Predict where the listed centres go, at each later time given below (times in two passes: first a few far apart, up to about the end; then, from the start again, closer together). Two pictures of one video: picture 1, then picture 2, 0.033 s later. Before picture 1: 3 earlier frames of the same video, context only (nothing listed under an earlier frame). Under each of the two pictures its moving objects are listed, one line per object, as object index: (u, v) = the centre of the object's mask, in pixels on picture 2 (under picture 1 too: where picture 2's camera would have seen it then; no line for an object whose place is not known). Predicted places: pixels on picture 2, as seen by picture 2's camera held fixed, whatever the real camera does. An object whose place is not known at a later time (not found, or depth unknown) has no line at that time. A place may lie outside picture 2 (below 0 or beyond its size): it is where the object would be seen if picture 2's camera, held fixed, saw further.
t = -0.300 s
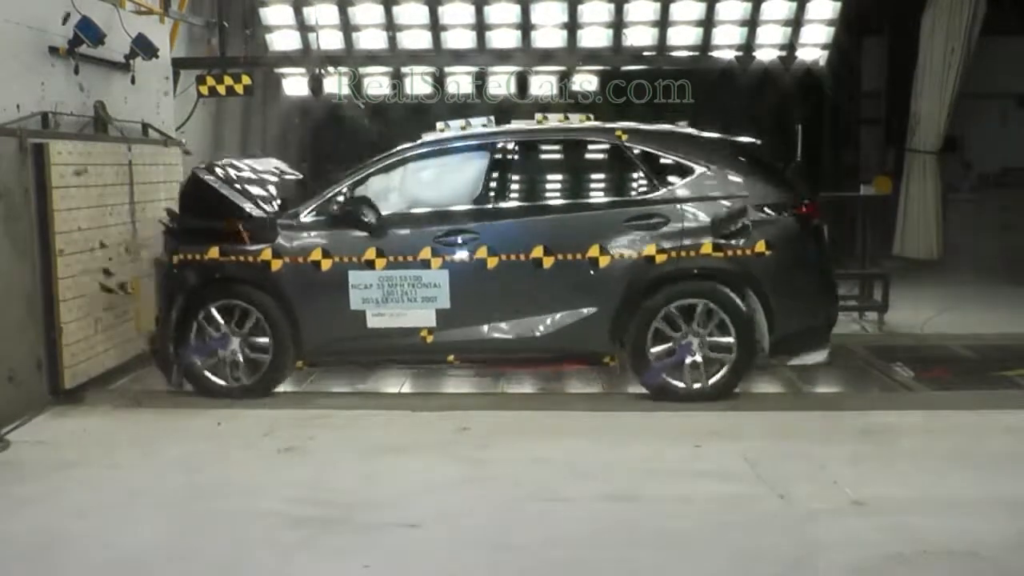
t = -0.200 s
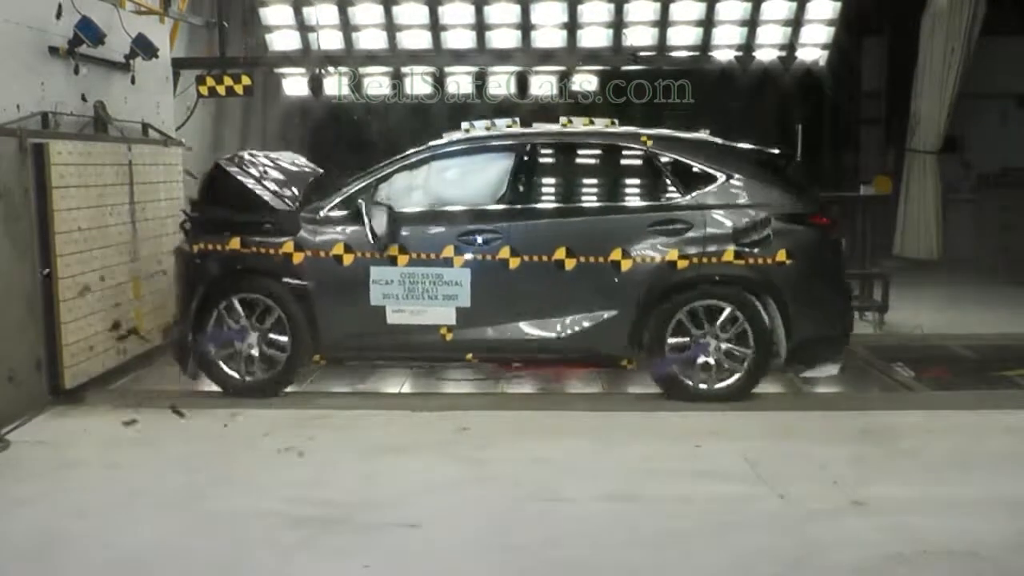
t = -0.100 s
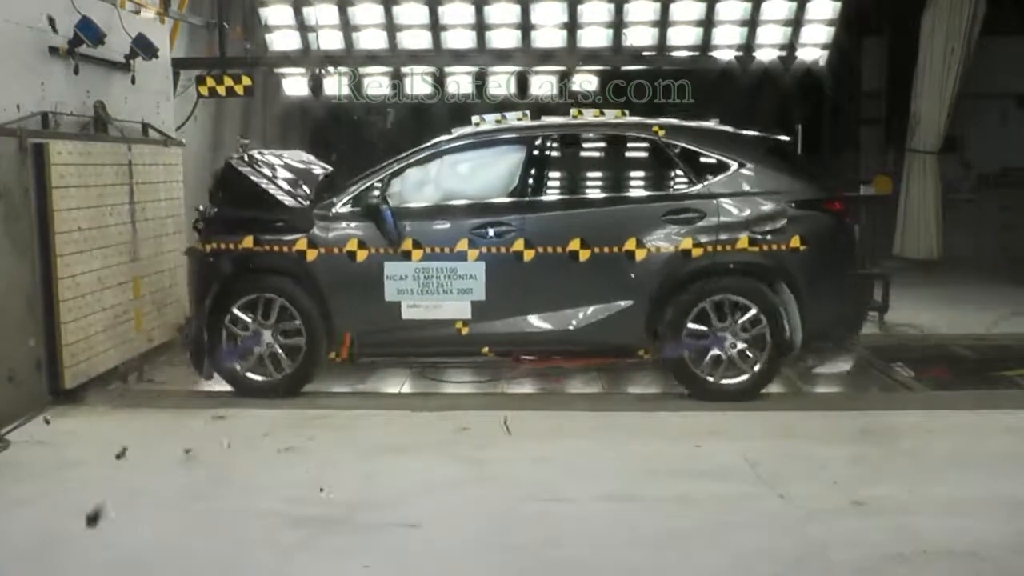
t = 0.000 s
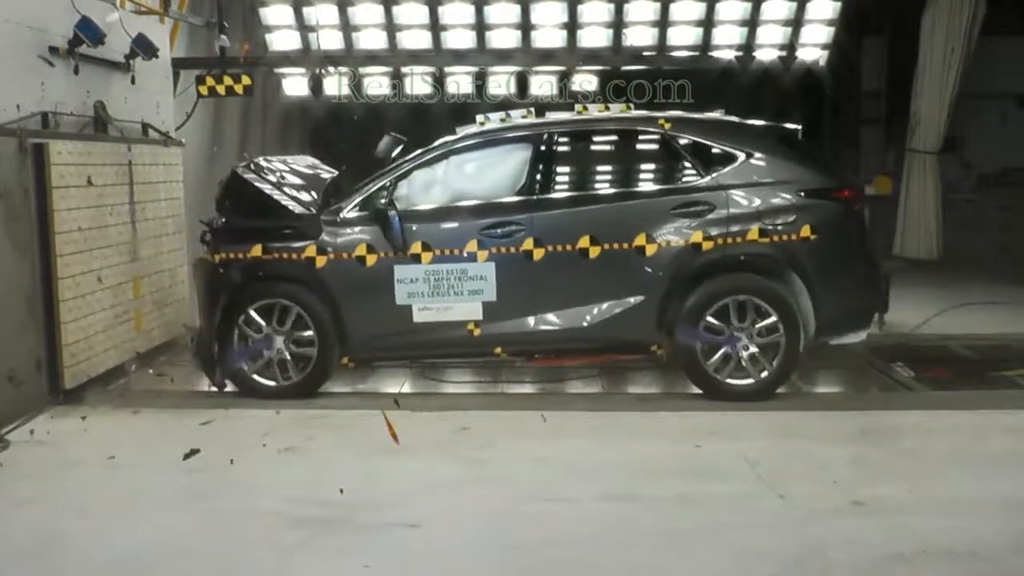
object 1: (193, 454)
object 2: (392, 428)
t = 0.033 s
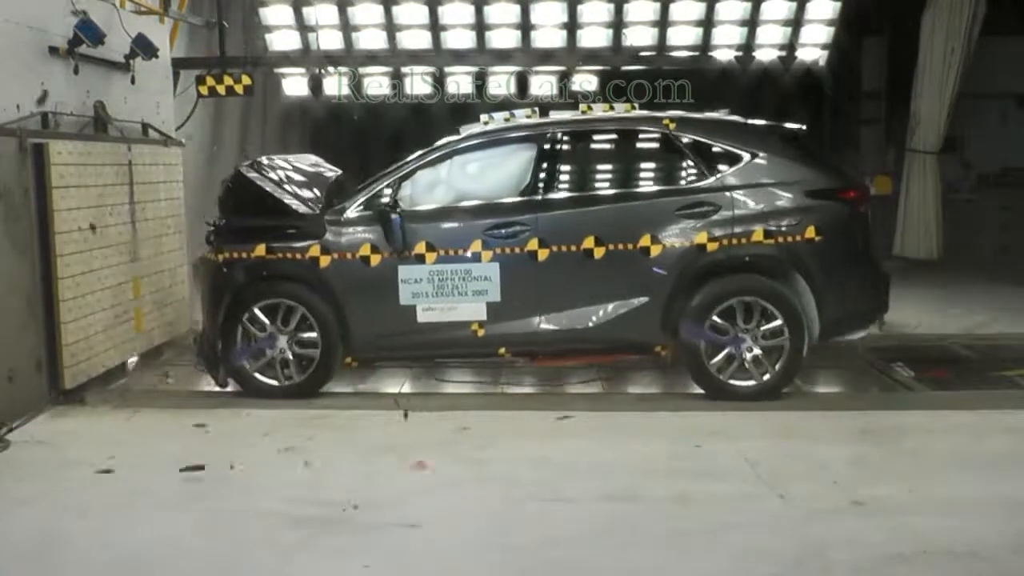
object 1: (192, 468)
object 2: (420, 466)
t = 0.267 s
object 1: (194, 505)
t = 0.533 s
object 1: (201, 526)
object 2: (463, 504)
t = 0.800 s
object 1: (206, 530)
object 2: (458, 507)
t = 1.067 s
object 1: (206, 529)
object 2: (458, 507)
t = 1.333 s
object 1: (206, 530)
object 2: (454, 505)
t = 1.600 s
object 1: (206, 530)
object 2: (453, 505)
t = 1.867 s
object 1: (206, 530)
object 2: (453, 505)
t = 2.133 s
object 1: (206, 530)
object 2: (453, 505)
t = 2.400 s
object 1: (206, 530)
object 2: (453, 505)
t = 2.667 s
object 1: (206, 530)
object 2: (453, 505)
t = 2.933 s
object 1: (206, 530)
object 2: (453, 505)
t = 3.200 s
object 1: (206, 530)
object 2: (453, 505)
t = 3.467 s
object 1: (206, 530)
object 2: (453, 505)
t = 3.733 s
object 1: (206, 530)
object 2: (453, 505)
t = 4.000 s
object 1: (206, 530)
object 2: (453, 505)
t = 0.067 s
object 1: (192, 479)
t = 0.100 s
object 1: (193, 484)
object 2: (429, 450)
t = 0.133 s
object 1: (192, 483)
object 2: (430, 449)
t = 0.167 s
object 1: (193, 485)
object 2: (436, 447)
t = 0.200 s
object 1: (194, 489)
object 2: (440, 451)
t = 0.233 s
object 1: (194, 499)
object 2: (443, 454)
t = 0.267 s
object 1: (194, 505)
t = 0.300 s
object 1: (195, 507)
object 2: (447, 473)
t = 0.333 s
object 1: (196, 510)
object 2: (450, 487)
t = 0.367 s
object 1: (196, 513)
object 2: (451, 494)
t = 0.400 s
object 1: (198, 515)
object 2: (453, 498)
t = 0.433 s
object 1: (199, 518)
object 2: (459, 500)
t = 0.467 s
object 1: (200, 522)
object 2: (460, 500)
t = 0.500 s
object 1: (200, 524)
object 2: (462, 501)
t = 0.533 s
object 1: (201, 526)
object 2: (463, 504)
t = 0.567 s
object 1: (203, 527)
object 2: (461, 505)
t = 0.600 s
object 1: (205, 527)
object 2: (460, 505)
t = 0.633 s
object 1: (206, 529)
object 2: (460, 506)
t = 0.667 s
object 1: (206, 530)
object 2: (459, 507)
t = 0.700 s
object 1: (207, 530)
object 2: (458, 507)
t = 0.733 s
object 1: (207, 530)
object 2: (458, 507)
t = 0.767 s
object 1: (207, 530)
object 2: (458, 507)
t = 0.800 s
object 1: (206, 530)
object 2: (458, 507)
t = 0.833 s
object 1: (206, 530)
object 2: (458, 507)
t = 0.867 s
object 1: (206, 530)
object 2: (458, 507)
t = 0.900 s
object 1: (206, 530)
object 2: (458, 507)
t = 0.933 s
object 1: (206, 530)
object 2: (458, 507)
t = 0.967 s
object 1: (206, 530)
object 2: (458, 507)
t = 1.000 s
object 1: (206, 530)
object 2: (458, 507)
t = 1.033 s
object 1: (206, 529)
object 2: (458, 507)
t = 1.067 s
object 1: (206, 529)
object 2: (458, 507)
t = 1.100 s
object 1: (206, 529)
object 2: (458, 507)
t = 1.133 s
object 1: (206, 529)
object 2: (458, 507)
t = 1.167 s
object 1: (206, 530)
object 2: (458, 507)
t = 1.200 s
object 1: (206, 530)
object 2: (458, 507)
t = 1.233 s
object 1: (206, 530)
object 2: (458, 507)
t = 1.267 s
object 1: (206, 530)
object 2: (456, 506)
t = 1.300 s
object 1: (206, 530)
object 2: (455, 506)
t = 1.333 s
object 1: (206, 530)
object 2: (454, 505)
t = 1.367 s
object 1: (206, 530)
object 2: (453, 505)
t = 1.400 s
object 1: (206, 529)
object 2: (453, 505)
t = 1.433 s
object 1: (206, 530)
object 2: (453, 505)
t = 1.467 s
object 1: (206, 530)
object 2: (453, 505)
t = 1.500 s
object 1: (206, 530)
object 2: (453, 505)
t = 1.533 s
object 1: (206, 530)
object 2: (453, 505)
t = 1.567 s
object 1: (206, 530)
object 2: (453, 505)
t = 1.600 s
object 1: (206, 530)
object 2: (453, 505)
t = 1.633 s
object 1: (206, 530)
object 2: (453, 505)
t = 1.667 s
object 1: (206, 530)
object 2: (453, 505)
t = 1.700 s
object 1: (206, 530)
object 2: (453, 505)
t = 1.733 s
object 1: (206, 530)
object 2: (453, 505)
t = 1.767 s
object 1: (206, 530)
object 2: (453, 505)
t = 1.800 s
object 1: (206, 530)
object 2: (453, 505)
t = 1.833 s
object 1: (206, 530)
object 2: (453, 505)
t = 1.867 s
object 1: (206, 530)
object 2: (453, 505)
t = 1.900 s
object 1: (206, 530)
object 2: (453, 505)
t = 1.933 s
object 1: (206, 530)
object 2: (453, 505)
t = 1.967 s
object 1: (206, 530)
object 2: (453, 505)
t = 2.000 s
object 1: (206, 530)
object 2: (453, 505)
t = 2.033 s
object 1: (206, 530)
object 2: (453, 505)
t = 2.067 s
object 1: (206, 530)
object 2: (453, 505)
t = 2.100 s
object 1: (206, 530)
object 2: (453, 505)
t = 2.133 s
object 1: (206, 530)
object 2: (453, 505)
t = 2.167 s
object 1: (206, 530)
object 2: (453, 505)
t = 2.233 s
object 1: (206, 530)
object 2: (453, 505)
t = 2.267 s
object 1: (206, 530)
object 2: (453, 505)
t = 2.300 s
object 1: (206, 530)
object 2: (453, 505)
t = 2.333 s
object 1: (206, 530)
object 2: (453, 505)
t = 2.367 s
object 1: (206, 530)
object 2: (453, 505)
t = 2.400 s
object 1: (206, 530)
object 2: (453, 505)
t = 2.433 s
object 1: (206, 530)
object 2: (453, 505)
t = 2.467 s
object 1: (206, 530)
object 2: (453, 505)
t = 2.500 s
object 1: (206, 530)
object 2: (453, 505)
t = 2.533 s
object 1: (206, 530)
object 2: (453, 505)
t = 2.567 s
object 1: (206, 530)
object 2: (453, 505)
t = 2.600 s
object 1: (206, 530)
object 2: (453, 505)
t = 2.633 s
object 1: (206, 530)
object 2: (453, 505)
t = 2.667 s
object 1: (206, 530)
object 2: (453, 505)
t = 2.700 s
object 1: (206, 530)
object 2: (453, 505)
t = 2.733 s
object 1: (206, 530)
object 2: (453, 505)
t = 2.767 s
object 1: (206, 530)
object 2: (453, 505)
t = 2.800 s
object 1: (206, 530)
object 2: (453, 505)
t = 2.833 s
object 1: (206, 530)
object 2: (453, 505)
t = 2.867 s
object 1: (206, 530)
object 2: (453, 505)
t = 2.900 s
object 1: (206, 530)
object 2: (453, 505)
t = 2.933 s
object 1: (206, 530)
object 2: (453, 505)
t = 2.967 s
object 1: (206, 530)
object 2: (453, 505)
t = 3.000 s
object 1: (206, 530)
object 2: (453, 505)
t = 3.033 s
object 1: (206, 530)
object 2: (453, 505)
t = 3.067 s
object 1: (206, 530)
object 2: (453, 505)
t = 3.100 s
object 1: (206, 530)
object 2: (453, 505)
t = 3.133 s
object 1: (206, 530)
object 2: (453, 505)
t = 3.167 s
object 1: (206, 530)
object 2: (453, 505)
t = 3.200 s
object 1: (206, 530)
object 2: (453, 505)
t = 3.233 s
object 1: (206, 530)
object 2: (453, 505)
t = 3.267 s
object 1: (206, 530)
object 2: (453, 505)
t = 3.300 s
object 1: (206, 530)
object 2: (453, 505)
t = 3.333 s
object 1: (206, 530)
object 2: (453, 505)
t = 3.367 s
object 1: (206, 530)
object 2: (453, 505)
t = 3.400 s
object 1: (206, 530)
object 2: (453, 505)
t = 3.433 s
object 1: (206, 530)
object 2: (453, 505)
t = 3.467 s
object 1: (206, 530)
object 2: (453, 505)
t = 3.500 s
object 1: (206, 530)
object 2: (453, 505)
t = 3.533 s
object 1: (206, 530)
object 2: (453, 505)
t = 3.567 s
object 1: (206, 530)
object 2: (453, 505)
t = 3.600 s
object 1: (206, 530)
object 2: (453, 505)
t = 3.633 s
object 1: (206, 530)
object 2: (453, 505)
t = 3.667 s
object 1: (206, 530)
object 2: (453, 505)
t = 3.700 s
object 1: (206, 530)
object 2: (453, 505)
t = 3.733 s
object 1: (206, 530)
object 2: (453, 505)
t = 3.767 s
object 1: (206, 530)
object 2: (453, 505)
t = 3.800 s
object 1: (206, 530)
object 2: (453, 505)
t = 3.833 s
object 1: (206, 530)
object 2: (453, 505)
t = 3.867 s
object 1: (206, 530)
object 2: (453, 505)
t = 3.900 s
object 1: (206, 530)
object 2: (453, 505)
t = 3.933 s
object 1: (206, 530)
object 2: (453, 505)
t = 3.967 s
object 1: (206, 530)
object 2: (453, 505)
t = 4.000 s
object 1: (206, 530)
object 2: (453, 505)
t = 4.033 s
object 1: (206, 530)
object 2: (453, 505)
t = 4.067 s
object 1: (206, 530)
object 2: (453, 505)
